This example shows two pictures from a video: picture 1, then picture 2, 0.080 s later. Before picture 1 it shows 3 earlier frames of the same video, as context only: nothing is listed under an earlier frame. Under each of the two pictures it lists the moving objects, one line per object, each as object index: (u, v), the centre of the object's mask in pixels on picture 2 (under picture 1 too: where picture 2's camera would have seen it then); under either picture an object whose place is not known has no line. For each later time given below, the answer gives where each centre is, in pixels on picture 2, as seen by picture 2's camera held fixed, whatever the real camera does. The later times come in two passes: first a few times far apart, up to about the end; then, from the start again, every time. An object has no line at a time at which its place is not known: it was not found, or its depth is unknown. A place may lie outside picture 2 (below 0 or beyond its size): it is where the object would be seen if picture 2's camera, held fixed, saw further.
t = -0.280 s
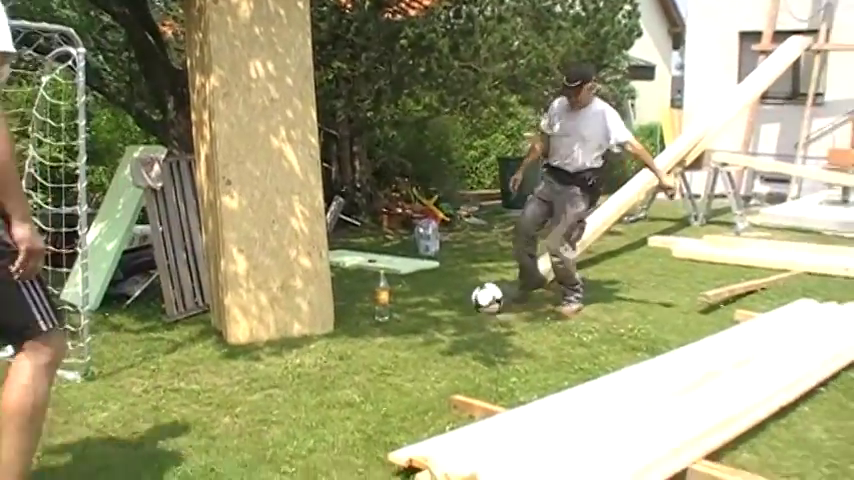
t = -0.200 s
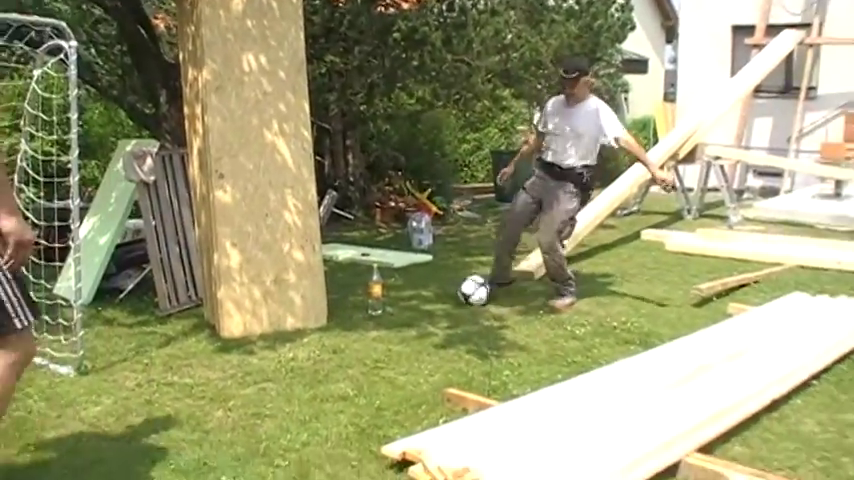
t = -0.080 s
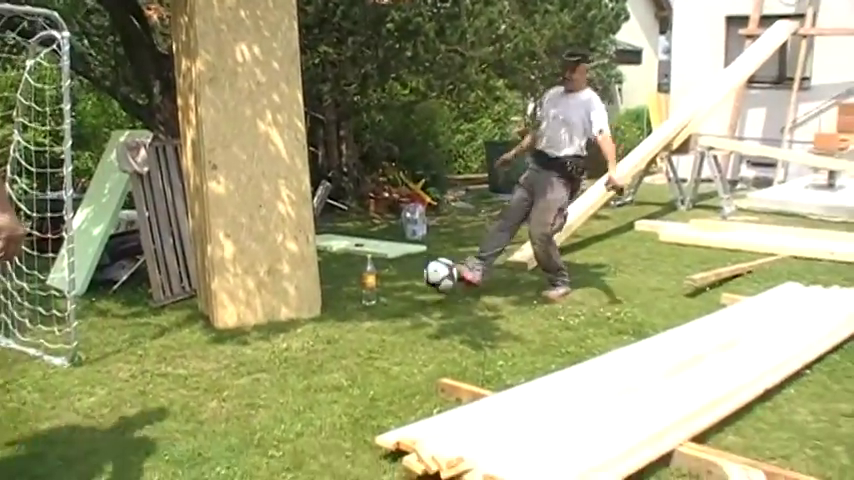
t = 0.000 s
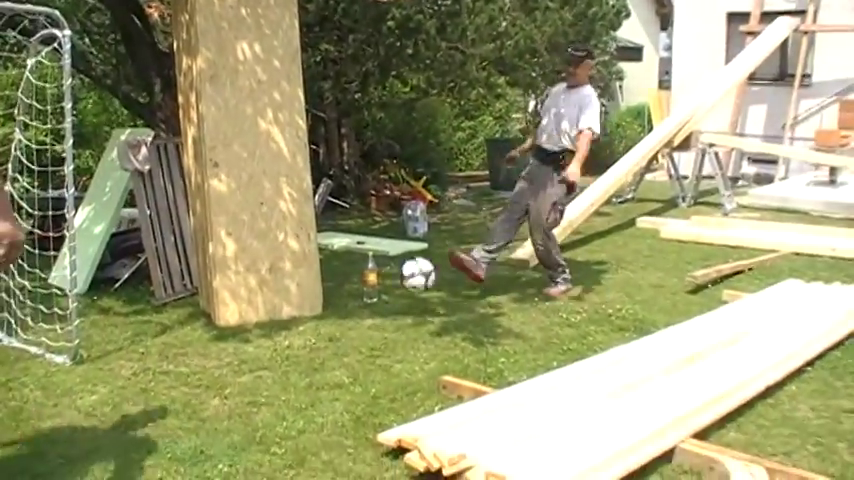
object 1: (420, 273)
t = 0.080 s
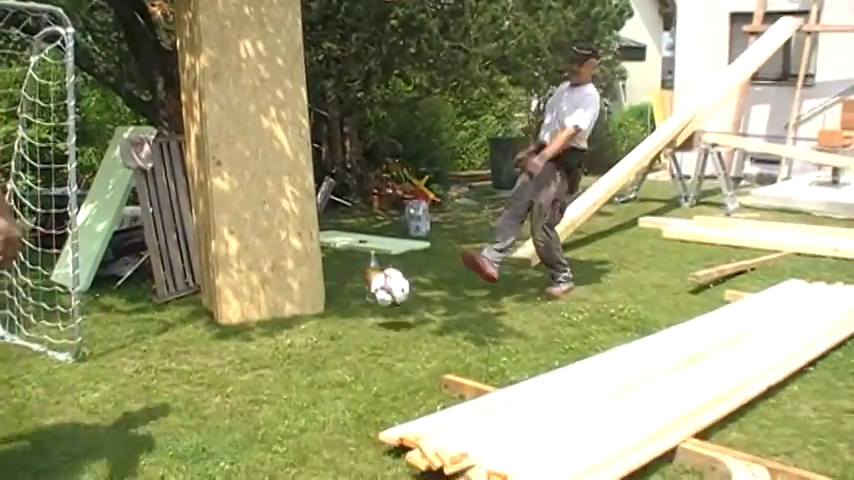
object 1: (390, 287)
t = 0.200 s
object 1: (338, 336)
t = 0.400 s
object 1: (271, 371)
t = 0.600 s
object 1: (203, 397)
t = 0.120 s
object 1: (374, 299)
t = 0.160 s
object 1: (356, 317)
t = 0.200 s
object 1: (338, 336)
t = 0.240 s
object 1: (325, 339)
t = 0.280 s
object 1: (312, 343)
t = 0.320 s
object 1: (299, 349)
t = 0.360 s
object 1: (285, 357)
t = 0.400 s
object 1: (271, 371)
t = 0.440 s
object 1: (259, 375)
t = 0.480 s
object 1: (245, 377)
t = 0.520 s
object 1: (232, 386)
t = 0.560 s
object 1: (217, 391)
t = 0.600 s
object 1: (203, 397)
